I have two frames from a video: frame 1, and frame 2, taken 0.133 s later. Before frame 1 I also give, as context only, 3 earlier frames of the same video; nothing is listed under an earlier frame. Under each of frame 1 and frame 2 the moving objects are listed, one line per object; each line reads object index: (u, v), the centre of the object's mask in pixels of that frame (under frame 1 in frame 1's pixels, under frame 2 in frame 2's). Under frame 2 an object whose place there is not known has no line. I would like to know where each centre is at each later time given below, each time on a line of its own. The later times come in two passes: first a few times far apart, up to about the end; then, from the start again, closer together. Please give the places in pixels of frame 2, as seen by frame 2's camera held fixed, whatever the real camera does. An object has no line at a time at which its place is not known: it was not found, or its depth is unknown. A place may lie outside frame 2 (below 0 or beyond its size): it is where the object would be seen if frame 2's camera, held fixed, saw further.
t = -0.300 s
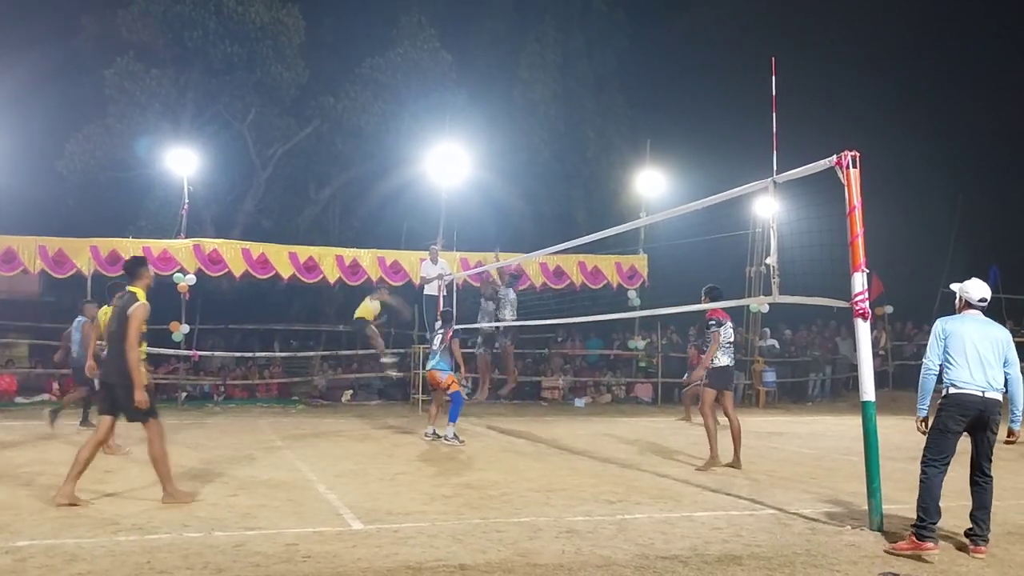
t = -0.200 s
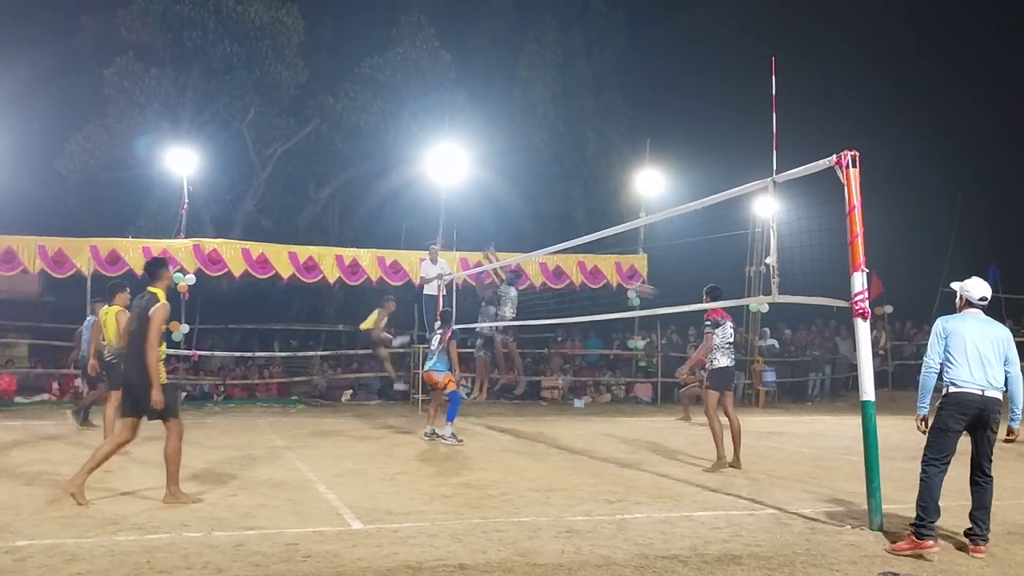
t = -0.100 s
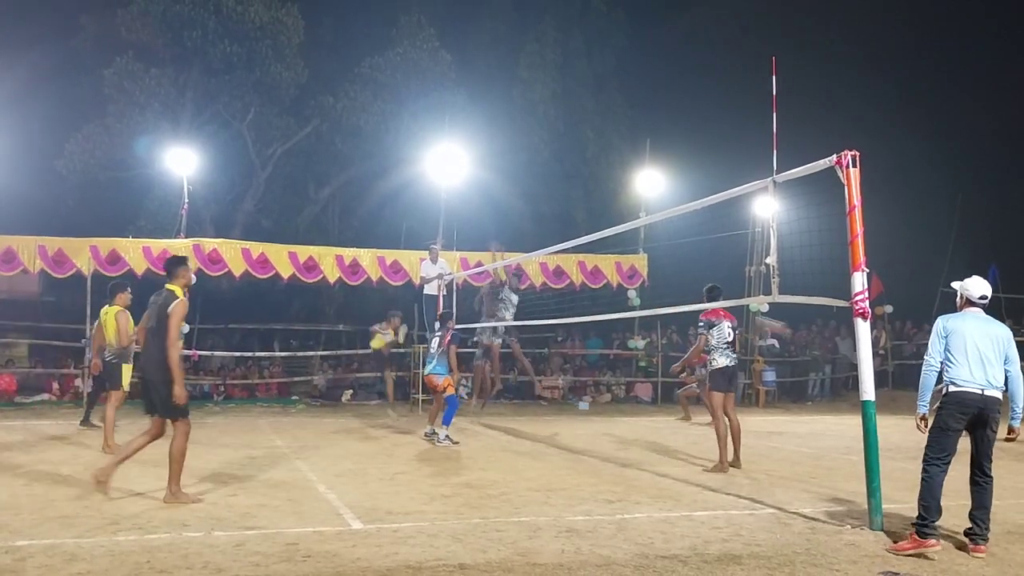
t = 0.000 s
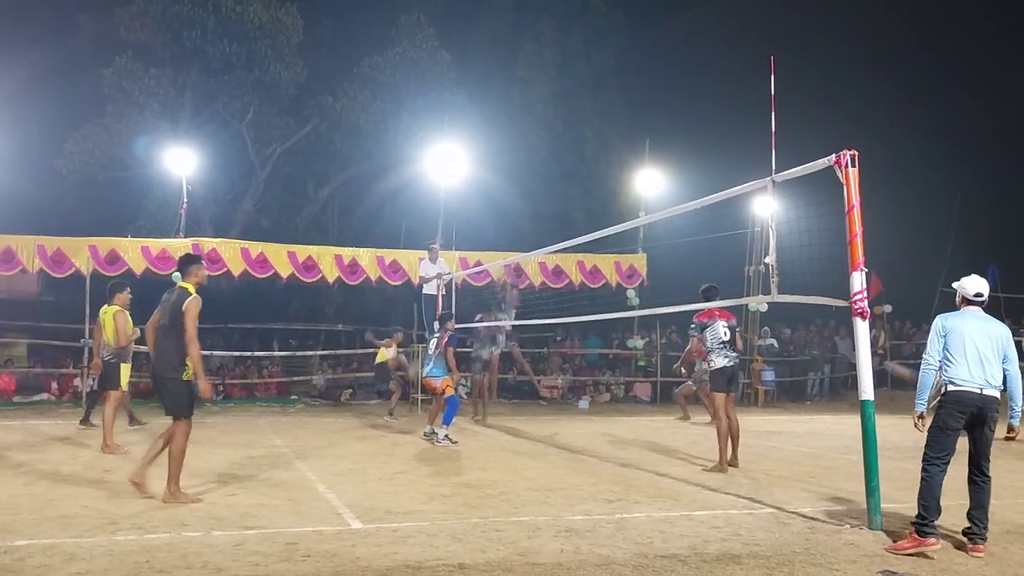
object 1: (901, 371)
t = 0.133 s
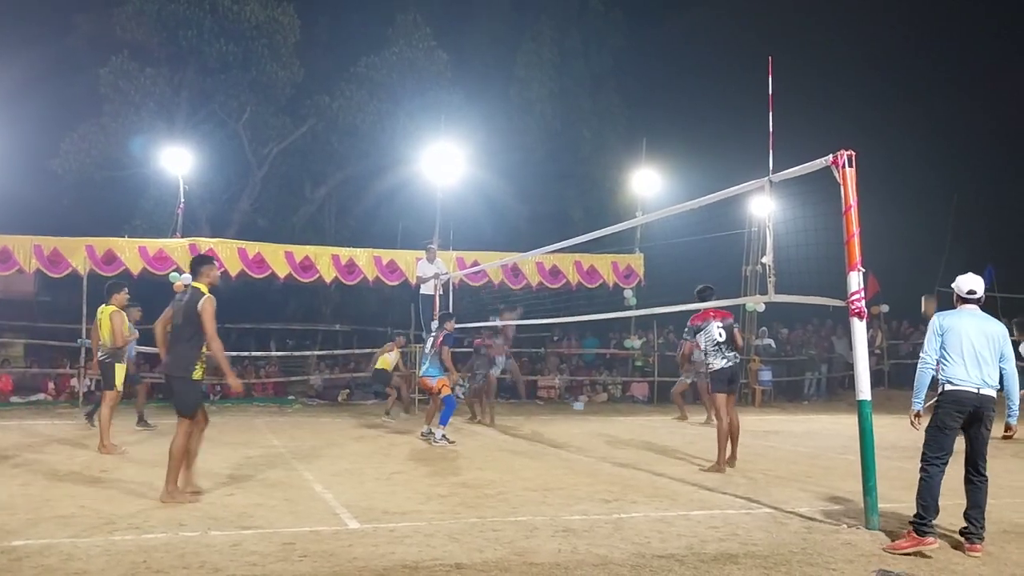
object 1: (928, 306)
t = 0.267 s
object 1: (929, 218)
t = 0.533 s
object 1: (935, 67)
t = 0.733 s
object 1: (944, -20)
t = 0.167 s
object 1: (928, 283)
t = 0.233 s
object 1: (928, 240)
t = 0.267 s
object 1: (929, 218)
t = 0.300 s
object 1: (929, 197)
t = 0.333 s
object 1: (930, 176)
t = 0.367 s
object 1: (931, 157)
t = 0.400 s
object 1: (931, 137)
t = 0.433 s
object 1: (932, 119)
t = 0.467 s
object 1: (932, 102)
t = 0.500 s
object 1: (933, 84)
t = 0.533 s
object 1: (935, 67)
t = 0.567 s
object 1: (936, 50)
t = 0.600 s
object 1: (938, 34)
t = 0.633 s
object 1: (940, 19)
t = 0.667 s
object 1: (940, 5)
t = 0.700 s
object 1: (942, -9)
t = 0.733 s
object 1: (944, -20)
